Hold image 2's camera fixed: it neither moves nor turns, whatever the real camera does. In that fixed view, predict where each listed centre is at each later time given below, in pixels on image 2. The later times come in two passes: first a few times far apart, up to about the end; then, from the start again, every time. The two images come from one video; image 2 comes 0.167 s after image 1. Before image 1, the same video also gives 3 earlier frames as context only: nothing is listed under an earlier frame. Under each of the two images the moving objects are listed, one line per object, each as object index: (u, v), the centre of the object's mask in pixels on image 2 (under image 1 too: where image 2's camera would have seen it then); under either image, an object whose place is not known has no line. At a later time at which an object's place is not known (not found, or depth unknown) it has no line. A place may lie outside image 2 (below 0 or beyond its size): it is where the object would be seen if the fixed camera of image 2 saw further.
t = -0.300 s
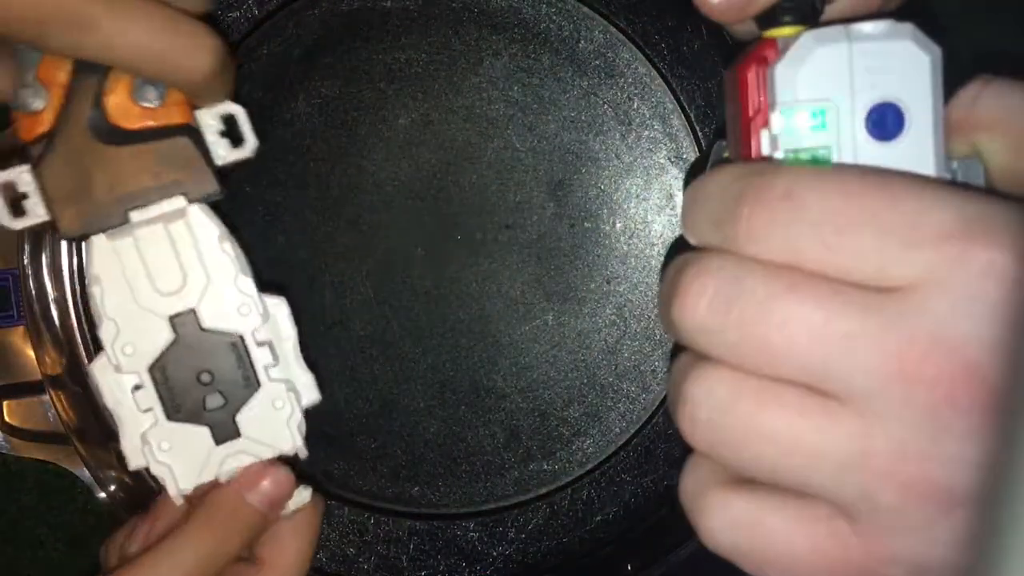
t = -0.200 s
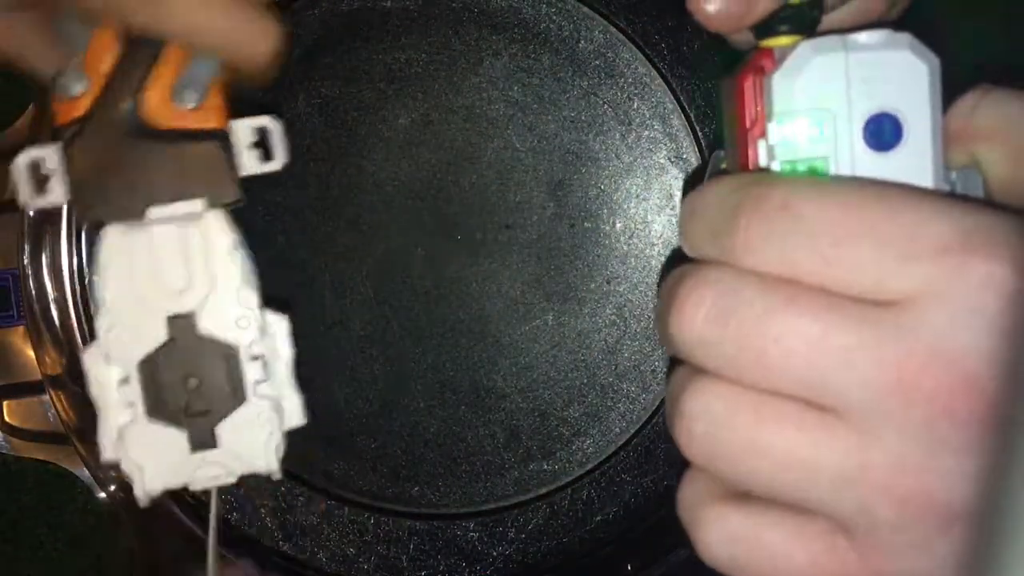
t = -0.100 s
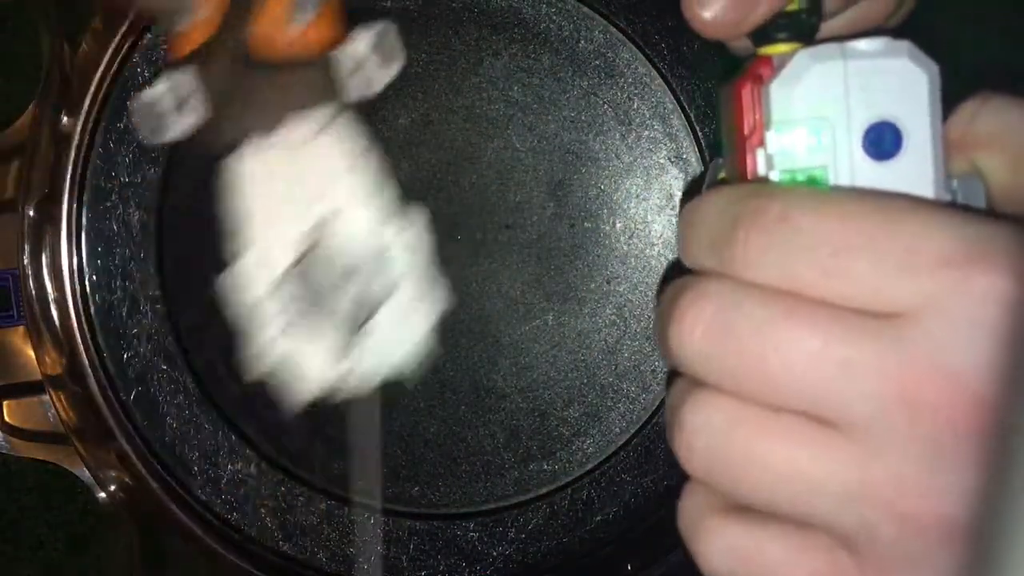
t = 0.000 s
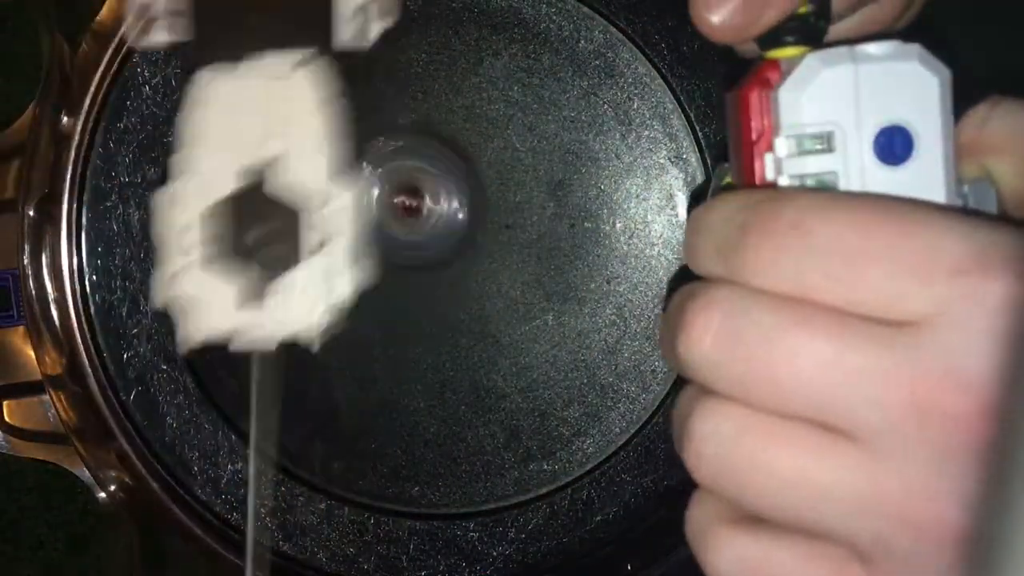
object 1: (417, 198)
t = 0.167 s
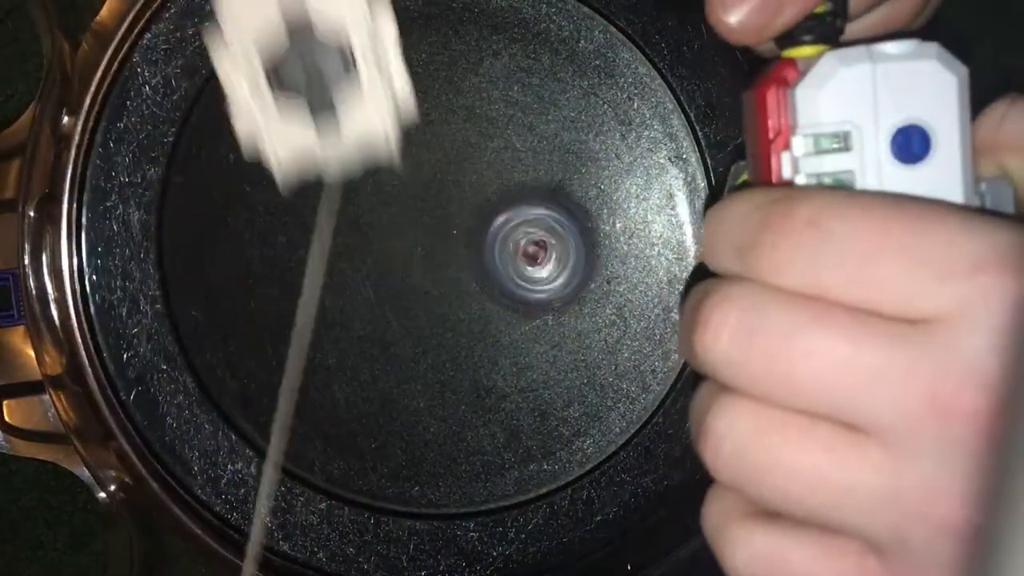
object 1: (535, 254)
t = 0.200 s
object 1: (551, 264)
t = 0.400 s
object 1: (563, 336)
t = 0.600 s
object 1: (552, 332)
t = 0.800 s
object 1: (452, 320)
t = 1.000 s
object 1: (362, 379)
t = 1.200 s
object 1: (430, 372)
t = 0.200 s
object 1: (551, 264)
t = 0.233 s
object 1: (559, 275)
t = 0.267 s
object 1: (566, 291)
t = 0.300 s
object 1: (567, 304)
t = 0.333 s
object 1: (564, 317)
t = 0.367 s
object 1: (564, 328)
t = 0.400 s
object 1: (563, 336)
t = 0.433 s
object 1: (563, 340)
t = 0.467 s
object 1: (563, 340)
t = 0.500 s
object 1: (562, 339)
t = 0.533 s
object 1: (561, 337)
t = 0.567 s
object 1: (557, 335)
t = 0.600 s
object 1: (552, 332)
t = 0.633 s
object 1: (544, 328)
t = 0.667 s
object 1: (533, 325)
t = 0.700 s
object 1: (517, 320)
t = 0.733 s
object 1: (499, 316)
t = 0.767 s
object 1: (476, 317)
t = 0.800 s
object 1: (452, 320)
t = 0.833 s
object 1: (427, 326)
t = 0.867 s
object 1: (408, 336)
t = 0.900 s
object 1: (390, 347)
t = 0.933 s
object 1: (375, 357)
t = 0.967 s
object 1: (366, 368)
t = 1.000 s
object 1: (362, 379)
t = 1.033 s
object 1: (367, 390)
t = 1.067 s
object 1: (375, 399)
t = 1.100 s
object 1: (386, 403)
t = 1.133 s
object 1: (401, 400)
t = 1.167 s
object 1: (416, 390)
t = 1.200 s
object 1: (430, 372)
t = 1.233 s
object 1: (444, 350)
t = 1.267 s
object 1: (453, 321)
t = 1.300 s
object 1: (453, 292)
